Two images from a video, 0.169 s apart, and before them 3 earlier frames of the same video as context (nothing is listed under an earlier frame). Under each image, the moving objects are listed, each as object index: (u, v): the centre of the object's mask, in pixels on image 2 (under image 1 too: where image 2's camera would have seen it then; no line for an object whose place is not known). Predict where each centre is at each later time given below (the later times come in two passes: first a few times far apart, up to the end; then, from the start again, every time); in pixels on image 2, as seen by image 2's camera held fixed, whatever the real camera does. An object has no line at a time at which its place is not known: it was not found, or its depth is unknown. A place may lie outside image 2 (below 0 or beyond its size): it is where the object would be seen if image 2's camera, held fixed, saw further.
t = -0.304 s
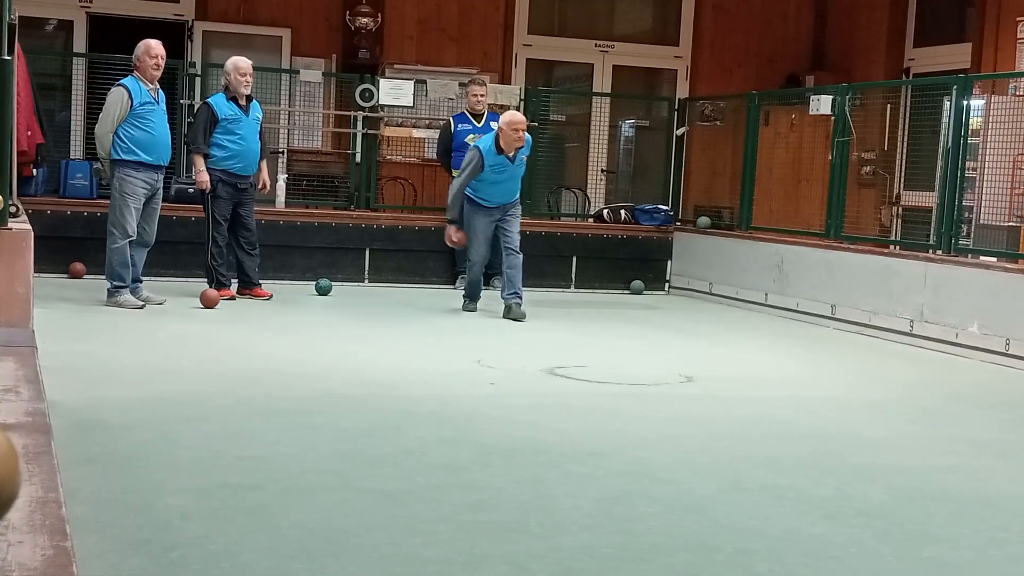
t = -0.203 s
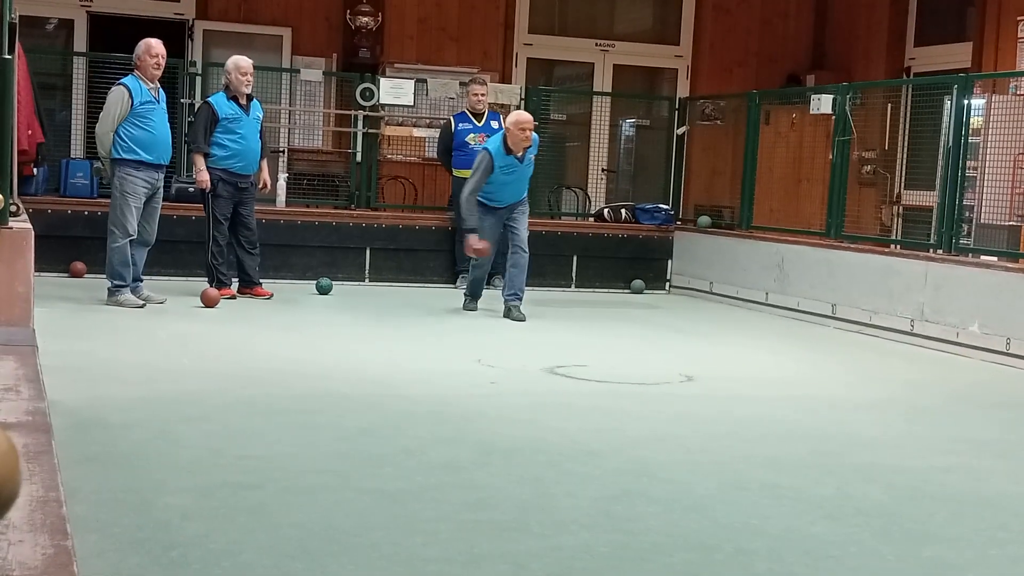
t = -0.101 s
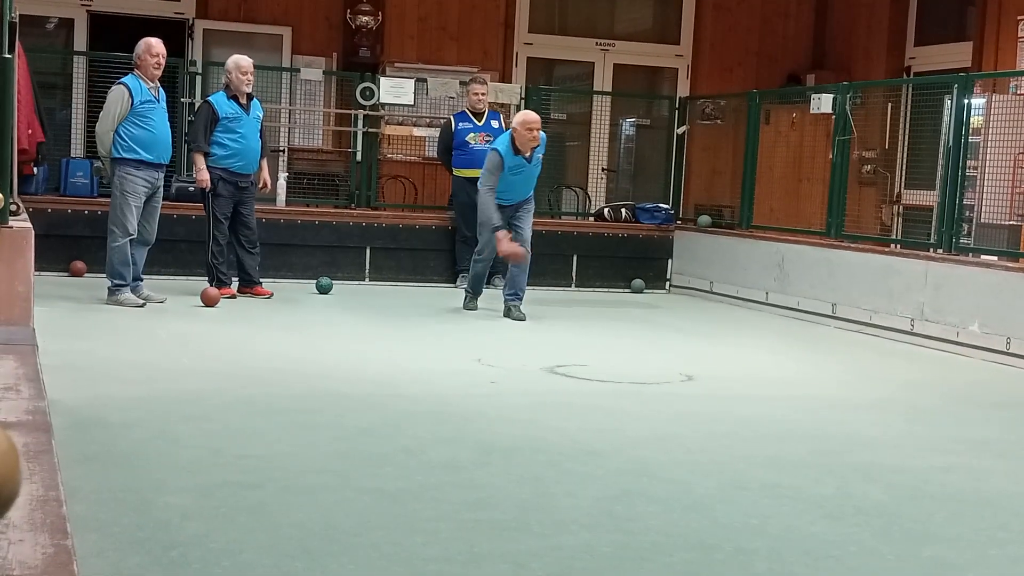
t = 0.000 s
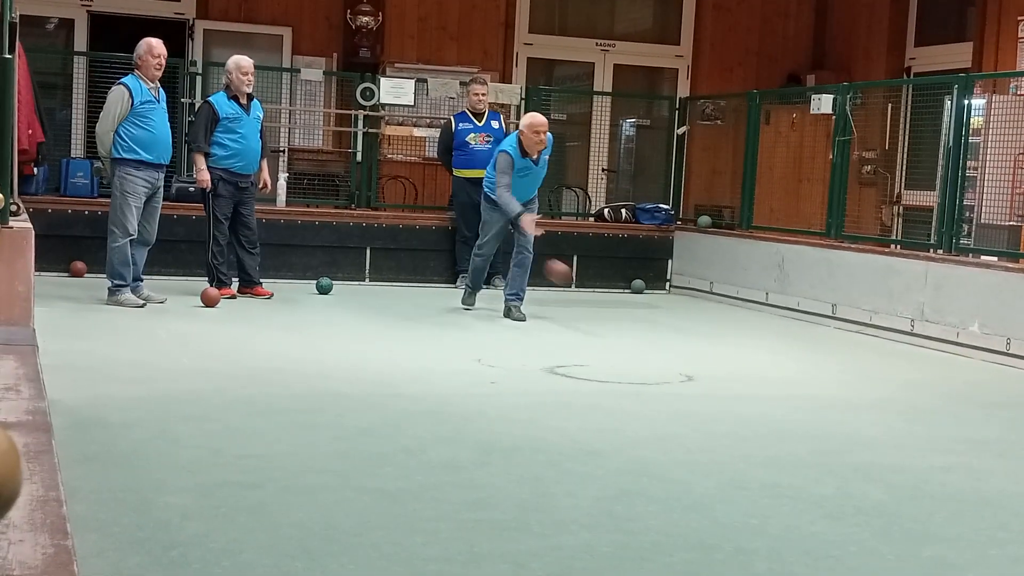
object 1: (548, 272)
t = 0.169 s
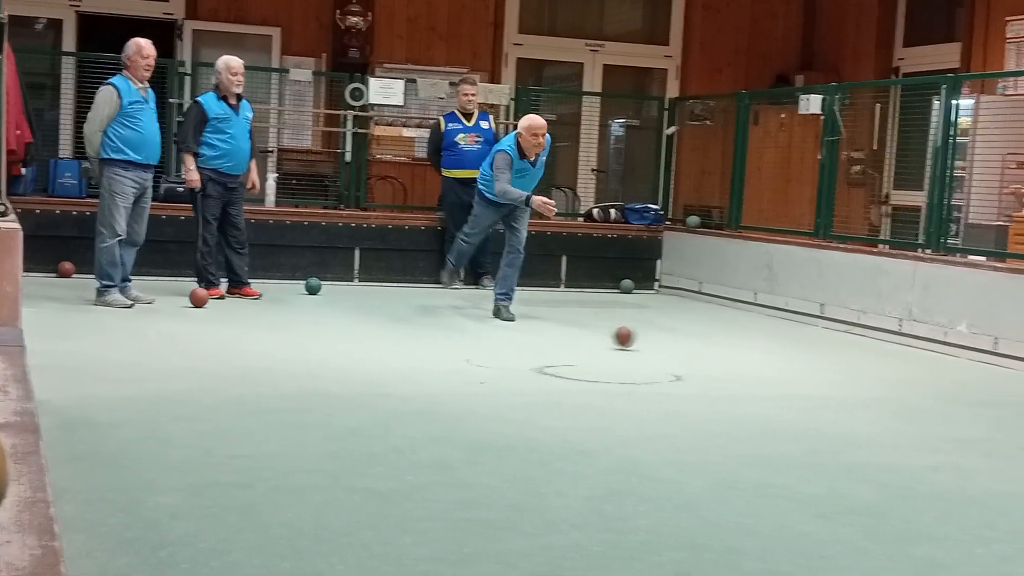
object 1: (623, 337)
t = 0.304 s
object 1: (683, 336)
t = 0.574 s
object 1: (816, 377)
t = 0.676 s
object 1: (862, 388)
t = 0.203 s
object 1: (638, 334)
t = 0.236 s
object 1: (652, 332)
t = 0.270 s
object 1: (668, 333)
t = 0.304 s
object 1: (683, 336)
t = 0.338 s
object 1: (699, 341)
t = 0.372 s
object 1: (715, 348)
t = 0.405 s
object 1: (731, 357)
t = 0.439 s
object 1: (748, 361)
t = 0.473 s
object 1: (764, 363)
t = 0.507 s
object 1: (780, 368)
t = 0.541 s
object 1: (798, 373)
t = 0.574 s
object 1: (816, 377)
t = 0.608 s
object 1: (833, 381)
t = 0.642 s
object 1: (845, 384)
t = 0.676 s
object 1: (862, 388)
